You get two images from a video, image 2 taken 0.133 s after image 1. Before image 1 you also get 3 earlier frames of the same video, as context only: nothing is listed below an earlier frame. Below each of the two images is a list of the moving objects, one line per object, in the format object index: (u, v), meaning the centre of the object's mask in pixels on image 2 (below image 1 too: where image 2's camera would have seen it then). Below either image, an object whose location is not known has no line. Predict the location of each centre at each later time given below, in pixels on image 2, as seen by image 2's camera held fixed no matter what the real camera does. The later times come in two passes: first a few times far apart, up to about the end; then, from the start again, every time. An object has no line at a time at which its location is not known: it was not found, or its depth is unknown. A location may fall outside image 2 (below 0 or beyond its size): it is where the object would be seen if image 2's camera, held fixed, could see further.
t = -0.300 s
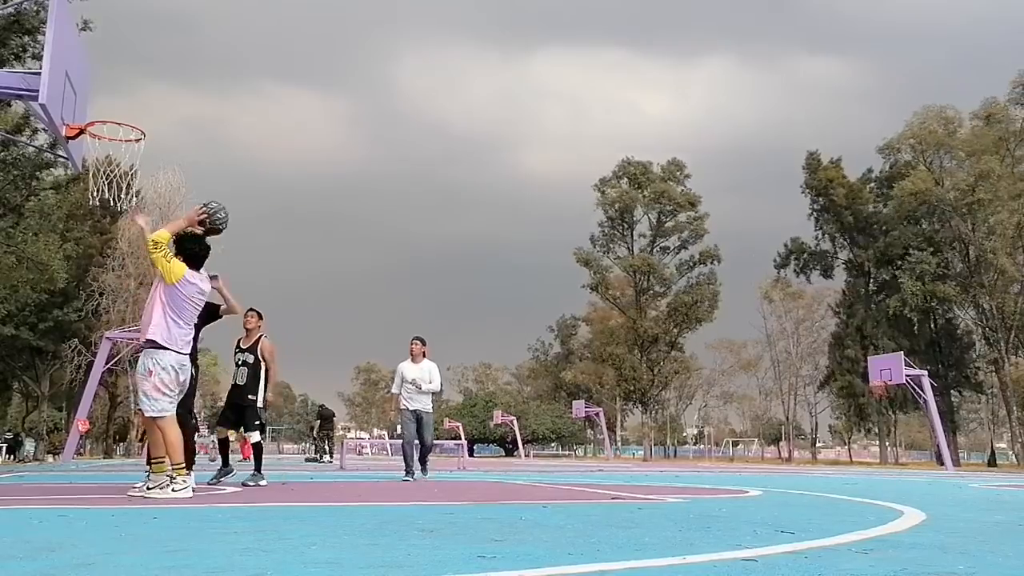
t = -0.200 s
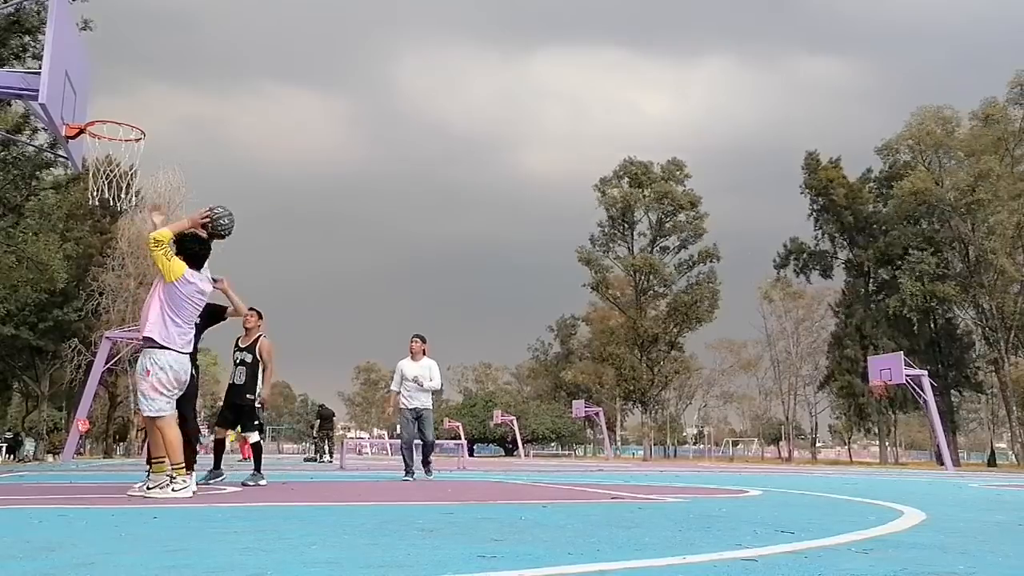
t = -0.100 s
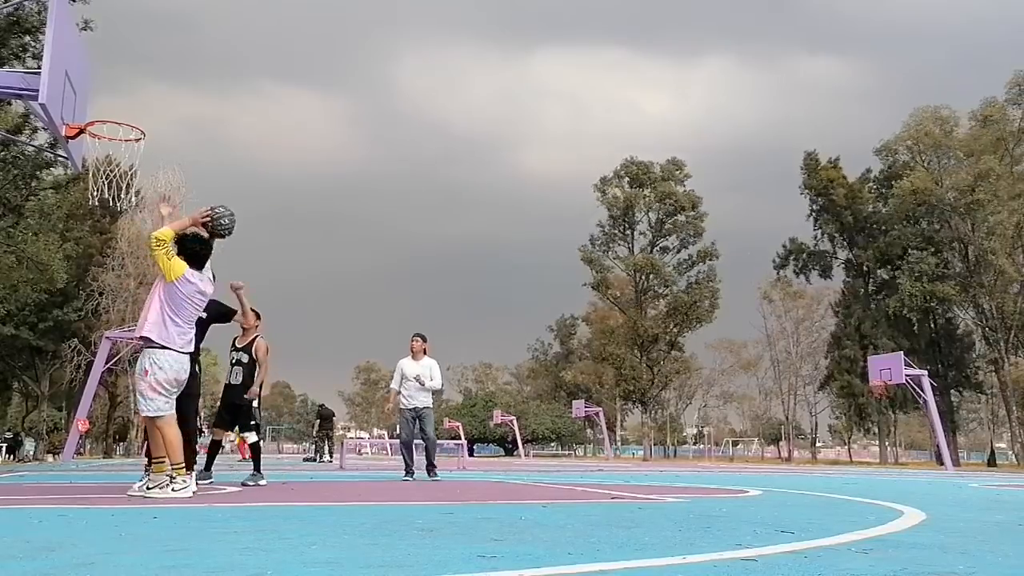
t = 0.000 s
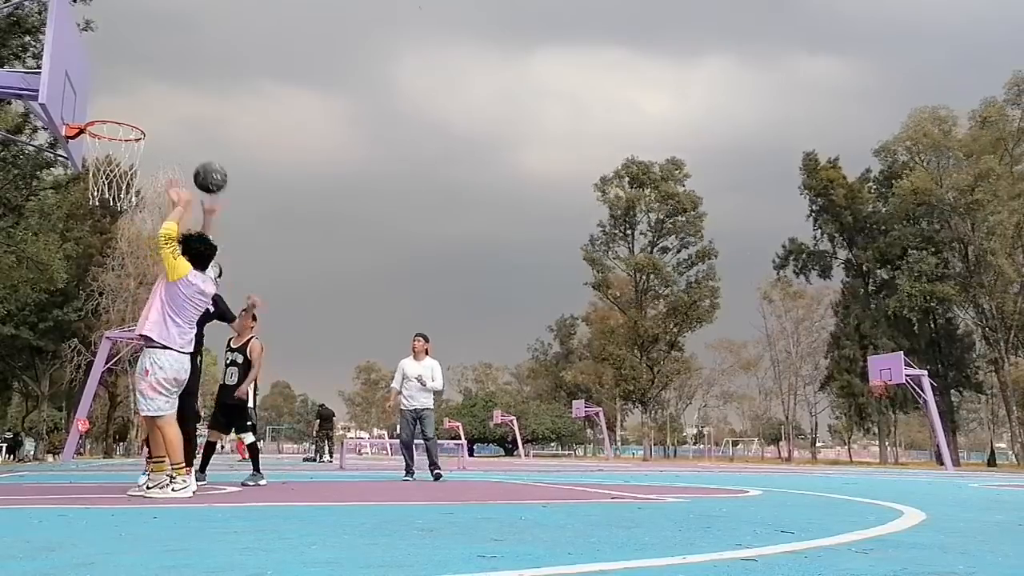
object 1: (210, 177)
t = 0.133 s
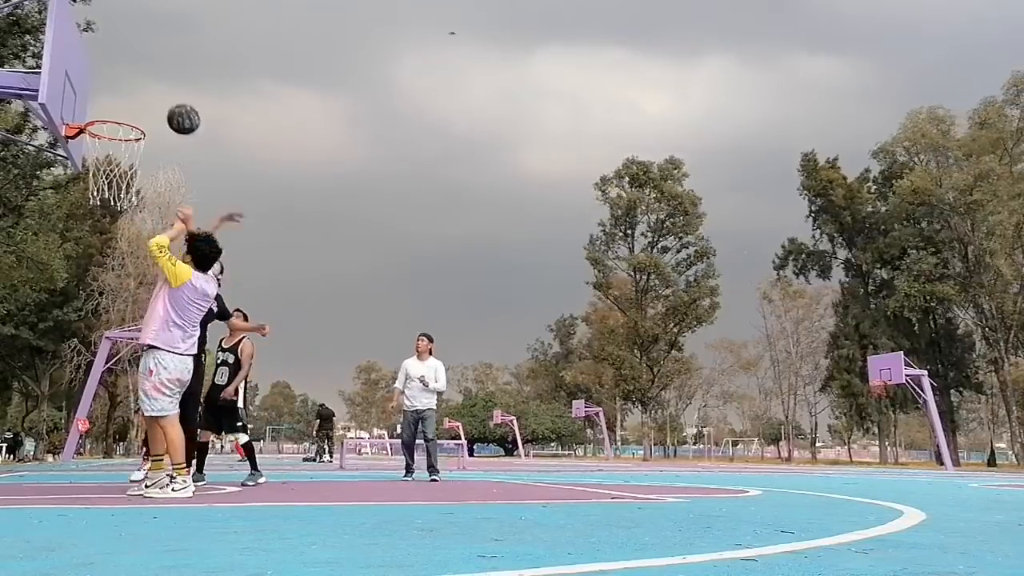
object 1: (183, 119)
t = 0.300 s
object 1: (150, 79)
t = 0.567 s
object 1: (91, 87)
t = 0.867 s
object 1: (134, 122)
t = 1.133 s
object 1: (166, 130)
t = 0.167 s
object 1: (176, 108)
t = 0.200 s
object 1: (170, 99)
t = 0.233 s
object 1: (163, 91)
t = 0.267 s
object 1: (157, 85)
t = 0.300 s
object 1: (150, 79)
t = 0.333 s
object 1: (137, 73)
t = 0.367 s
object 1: (130, 71)
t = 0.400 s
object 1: (124, 71)
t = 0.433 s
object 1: (117, 72)
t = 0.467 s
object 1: (111, 74)
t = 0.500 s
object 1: (104, 77)
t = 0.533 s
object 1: (98, 81)
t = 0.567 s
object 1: (91, 87)
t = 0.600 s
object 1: (84, 94)
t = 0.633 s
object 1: (82, 101)
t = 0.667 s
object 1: (88, 109)
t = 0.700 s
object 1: (96, 109)
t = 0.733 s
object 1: (104, 110)
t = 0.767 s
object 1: (112, 112)
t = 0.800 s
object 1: (119, 113)
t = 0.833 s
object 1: (126, 119)
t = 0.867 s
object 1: (134, 122)
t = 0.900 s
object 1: (140, 121)
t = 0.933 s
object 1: (145, 120)
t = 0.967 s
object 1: (147, 119)
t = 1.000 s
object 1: (151, 120)
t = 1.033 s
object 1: (155, 120)
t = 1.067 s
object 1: (158, 122)
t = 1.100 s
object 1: (163, 126)
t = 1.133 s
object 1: (166, 130)
